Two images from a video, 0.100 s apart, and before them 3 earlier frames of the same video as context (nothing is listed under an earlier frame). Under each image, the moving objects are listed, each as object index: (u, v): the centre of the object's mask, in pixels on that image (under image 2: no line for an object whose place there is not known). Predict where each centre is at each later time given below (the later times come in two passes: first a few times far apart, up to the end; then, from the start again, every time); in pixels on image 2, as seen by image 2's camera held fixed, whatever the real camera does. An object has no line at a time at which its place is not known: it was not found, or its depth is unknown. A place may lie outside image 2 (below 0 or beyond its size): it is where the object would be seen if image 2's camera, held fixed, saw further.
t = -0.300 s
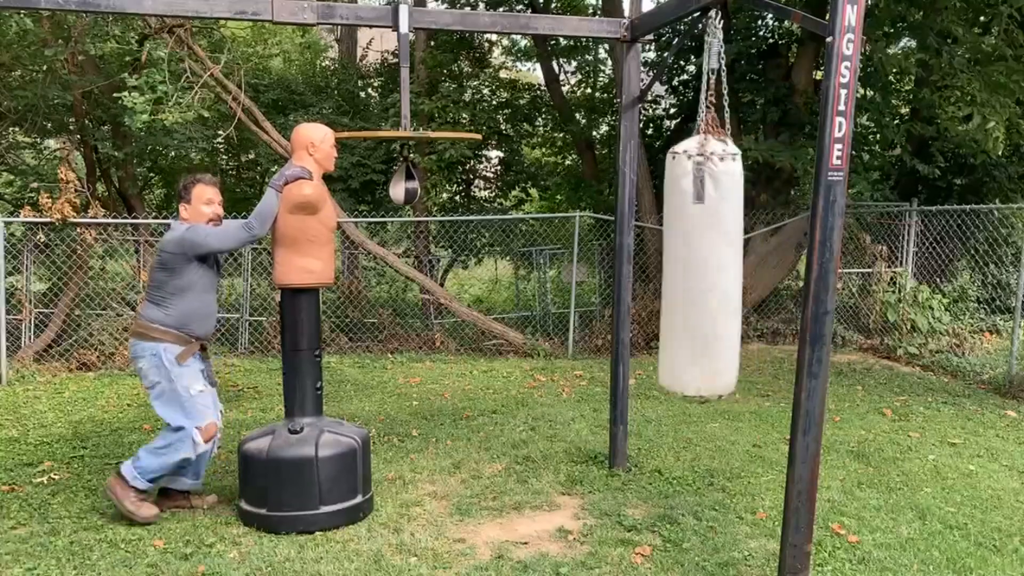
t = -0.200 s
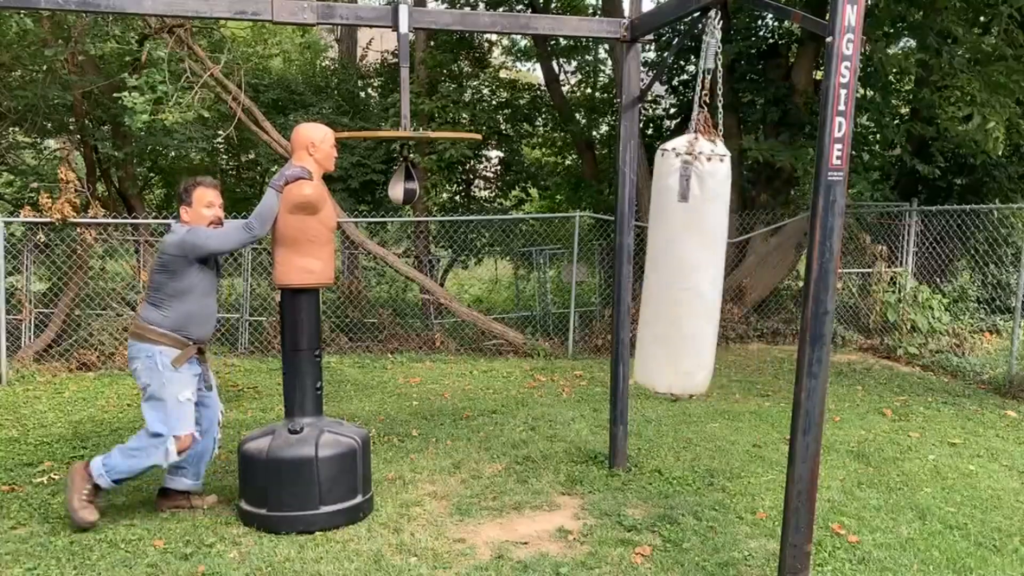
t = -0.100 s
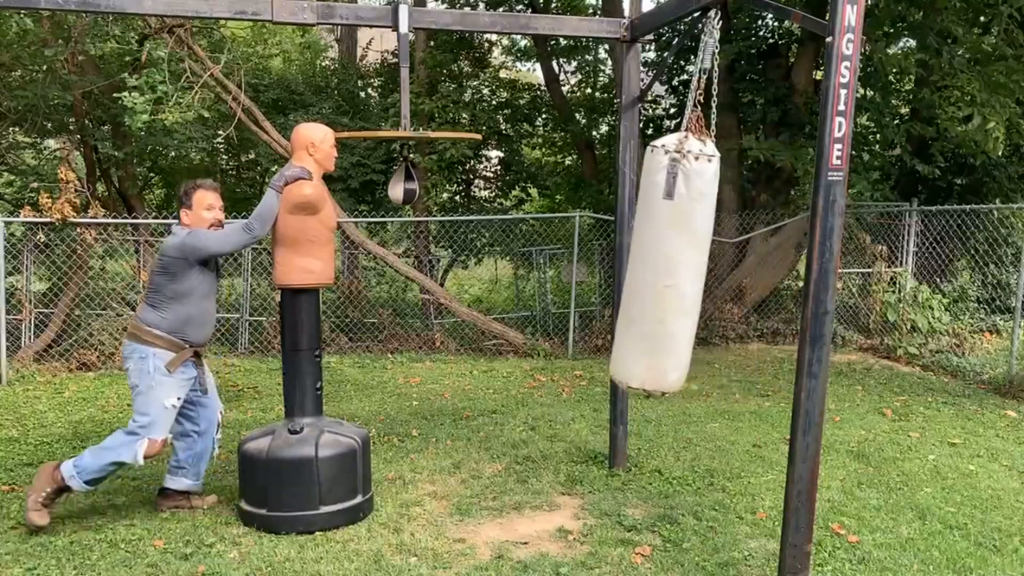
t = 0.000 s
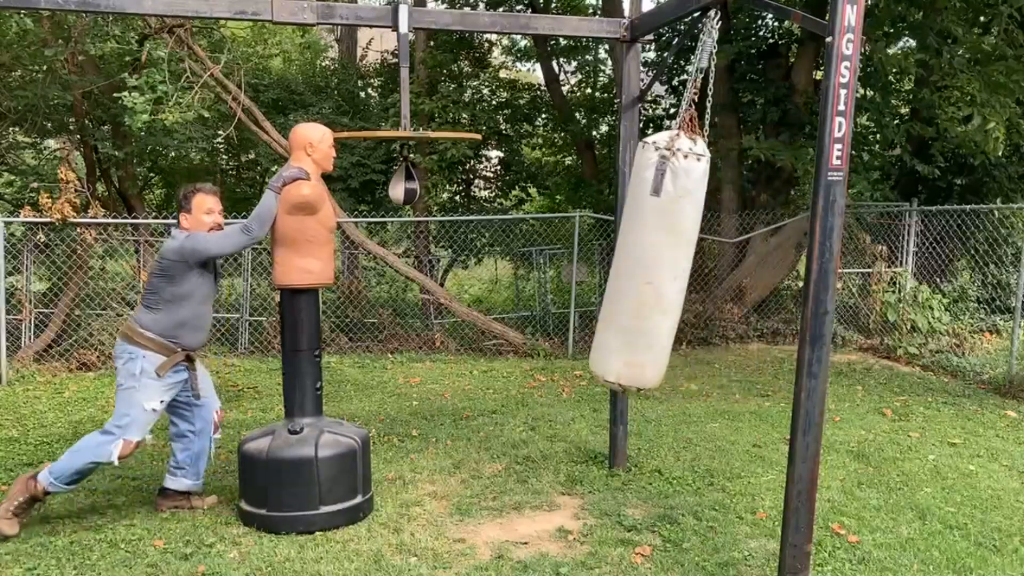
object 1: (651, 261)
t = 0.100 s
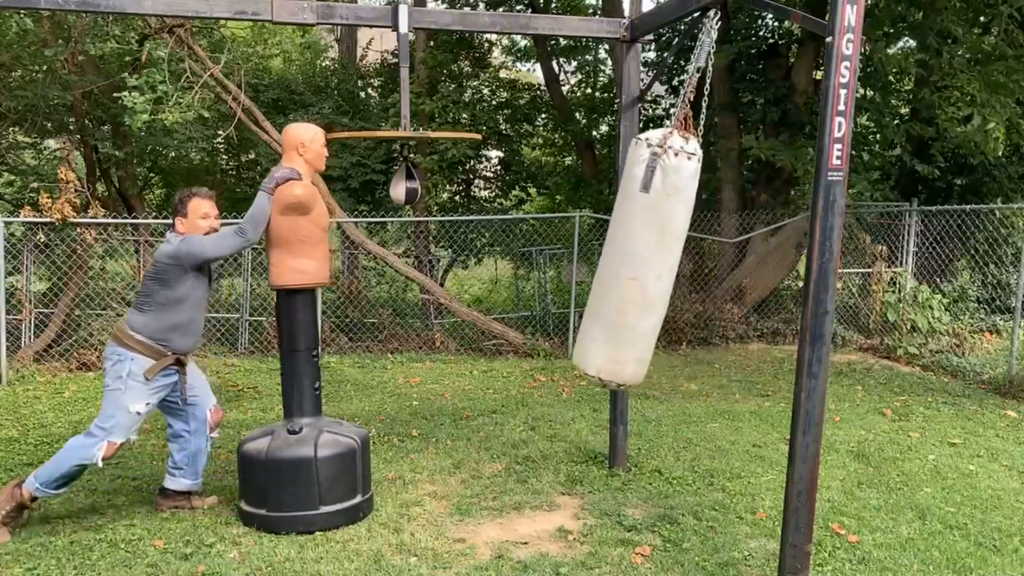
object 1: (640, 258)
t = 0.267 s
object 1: (628, 254)
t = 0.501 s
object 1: (632, 256)
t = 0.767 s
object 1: (661, 264)
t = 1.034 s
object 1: (708, 269)
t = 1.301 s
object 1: (748, 264)
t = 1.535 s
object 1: (758, 253)
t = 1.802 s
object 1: (749, 262)
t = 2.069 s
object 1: (712, 269)
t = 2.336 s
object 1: (666, 264)
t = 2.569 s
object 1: (639, 256)
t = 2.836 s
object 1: (634, 255)
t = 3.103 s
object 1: (658, 263)
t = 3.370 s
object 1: (702, 268)
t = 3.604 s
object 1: (740, 266)
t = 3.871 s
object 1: (757, 252)
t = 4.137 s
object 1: (752, 258)
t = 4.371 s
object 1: (725, 266)
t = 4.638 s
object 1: (680, 264)
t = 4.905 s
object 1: (644, 257)
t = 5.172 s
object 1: (633, 255)
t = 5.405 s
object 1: (650, 260)
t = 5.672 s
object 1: (689, 267)
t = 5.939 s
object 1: (734, 267)
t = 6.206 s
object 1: (756, 254)
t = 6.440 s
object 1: (756, 255)
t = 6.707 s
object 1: (732, 266)
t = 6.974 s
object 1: (687, 266)
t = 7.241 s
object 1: (648, 260)
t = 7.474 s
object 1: (633, 257)
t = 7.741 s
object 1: (645, 261)
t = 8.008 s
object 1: (681, 268)
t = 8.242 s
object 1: (721, 270)
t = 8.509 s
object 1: (753, 261)
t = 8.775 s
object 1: (757, 256)
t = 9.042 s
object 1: (737, 265)
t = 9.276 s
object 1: (699, 267)
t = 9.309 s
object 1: (693, 266)
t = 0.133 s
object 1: (639, 257)
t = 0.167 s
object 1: (635, 256)
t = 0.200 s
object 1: (631, 255)
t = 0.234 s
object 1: (630, 255)
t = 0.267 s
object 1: (628, 254)
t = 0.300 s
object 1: (627, 253)
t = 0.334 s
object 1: (627, 254)
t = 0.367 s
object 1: (627, 254)
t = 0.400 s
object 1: (627, 254)
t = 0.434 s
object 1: (628, 254)
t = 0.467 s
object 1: (631, 255)
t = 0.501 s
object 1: (632, 256)
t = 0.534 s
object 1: (634, 256)
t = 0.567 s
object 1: (638, 257)
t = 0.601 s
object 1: (641, 259)
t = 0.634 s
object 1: (643, 259)
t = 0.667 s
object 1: (647, 260)
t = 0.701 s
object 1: (651, 262)
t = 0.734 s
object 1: (656, 263)
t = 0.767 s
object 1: (661, 264)
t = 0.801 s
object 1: (666, 265)
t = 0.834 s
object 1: (672, 266)
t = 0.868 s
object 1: (678, 266)
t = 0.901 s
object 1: (684, 267)
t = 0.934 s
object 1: (689, 269)
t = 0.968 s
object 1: (696, 268)
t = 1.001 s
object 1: (702, 269)
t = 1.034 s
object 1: (708, 269)
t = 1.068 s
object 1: (713, 269)
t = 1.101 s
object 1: (719, 269)
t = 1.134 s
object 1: (726, 268)
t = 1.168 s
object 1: (731, 268)
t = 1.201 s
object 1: (736, 267)
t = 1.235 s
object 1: (740, 267)
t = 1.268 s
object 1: (744, 265)
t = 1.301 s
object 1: (748, 264)
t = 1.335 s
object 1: (750, 261)
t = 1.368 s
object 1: (753, 259)
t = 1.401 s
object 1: (755, 258)
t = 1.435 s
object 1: (756, 256)
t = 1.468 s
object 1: (757, 255)
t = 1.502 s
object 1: (758, 254)
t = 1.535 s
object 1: (758, 253)
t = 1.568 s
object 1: (758, 253)
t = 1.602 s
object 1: (758, 254)
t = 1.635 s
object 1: (757, 254)
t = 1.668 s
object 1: (757, 255)
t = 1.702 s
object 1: (755, 256)
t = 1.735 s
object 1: (754, 258)
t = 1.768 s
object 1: (752, 260)
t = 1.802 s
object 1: (749, 262)
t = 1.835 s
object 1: (746, 265)
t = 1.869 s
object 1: (743, 266)
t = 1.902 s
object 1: (739, 267)
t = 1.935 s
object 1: (734, 268)
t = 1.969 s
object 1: (729, 268)
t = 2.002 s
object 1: (724, 269)
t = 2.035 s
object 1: (718, 268)
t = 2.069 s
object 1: (712, 269)
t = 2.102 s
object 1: (706, 269)
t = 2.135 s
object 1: (700, 269)
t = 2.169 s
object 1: (694, 268)
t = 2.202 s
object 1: (689, 268)
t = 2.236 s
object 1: (683, 267)
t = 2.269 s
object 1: (678, 265)
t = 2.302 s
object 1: (672, 265)
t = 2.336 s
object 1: (666, 264)
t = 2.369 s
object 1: (661, 263)
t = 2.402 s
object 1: (657, 262)
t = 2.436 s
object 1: (653, 261)
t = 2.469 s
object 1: (649, 260)
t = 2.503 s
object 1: (645, 259)
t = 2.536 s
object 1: (642, 257)
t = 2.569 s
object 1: (639, 256)
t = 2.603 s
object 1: (637, 256)
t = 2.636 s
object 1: (635, 255)
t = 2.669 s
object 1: (634, 255)
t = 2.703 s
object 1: (633, 254)
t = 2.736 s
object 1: (633, 254)
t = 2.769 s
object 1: (633, 254)
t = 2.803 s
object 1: (633, 254)
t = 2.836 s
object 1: (634, 255)
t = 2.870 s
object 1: (636, 255)
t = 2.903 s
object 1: (638, 256)
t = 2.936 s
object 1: (640, 257)
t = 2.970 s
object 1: (643, 258)
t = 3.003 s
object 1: (646, 259)
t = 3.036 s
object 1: (650, 260)
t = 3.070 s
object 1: (654, 261)
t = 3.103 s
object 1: (658, 263)
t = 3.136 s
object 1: (663, 264)
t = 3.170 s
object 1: (668, 265)
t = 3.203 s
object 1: (673, 266)
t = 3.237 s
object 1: (679, 265)
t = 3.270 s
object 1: (684, 267)
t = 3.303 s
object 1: (690, 268)
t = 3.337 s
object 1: (696, 267)
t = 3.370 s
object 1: (702, 268)
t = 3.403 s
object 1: (708, 269)
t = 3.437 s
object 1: (713, 268)
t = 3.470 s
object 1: (719, 268)
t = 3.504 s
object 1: (725, 268)
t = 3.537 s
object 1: (730, 268)
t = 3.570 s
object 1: (735, 267)
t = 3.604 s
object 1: (740, 266)
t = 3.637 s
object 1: (744, 265)
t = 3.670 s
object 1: (748, 263)
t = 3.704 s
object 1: (750, 261)
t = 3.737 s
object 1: (753, 258)
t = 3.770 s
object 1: (754, 256)
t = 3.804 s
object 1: (756, 254)
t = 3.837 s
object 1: (757, 253)
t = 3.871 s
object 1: (757, 252)
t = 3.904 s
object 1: (758, 251)
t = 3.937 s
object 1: (758, 251)
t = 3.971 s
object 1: (758, 251)
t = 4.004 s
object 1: (758, 252)
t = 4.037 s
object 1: (757, 253)
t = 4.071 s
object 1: (756, 255)
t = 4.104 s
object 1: (754, 256)
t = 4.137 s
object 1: (752, 258)
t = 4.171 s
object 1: (750, 260)
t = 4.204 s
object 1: (747, 262)
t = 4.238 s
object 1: (744, 264)
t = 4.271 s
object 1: (740, 265)
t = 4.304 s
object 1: (735, 266)
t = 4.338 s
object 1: (730, 266)
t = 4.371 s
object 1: (725, 266)
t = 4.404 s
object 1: (720, 267)
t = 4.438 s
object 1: (714, 267)
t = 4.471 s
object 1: (708, 267)
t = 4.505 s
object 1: (703, 267)
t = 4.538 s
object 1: (697, 267)
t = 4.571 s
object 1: (691, 266)
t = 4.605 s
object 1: (685, 265)
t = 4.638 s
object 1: (680, 264)
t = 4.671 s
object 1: (674, 264)
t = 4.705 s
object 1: (669, 263)
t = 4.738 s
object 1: (664, 263)
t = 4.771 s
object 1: (659, 262)
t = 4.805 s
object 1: (654, 260)
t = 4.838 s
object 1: (650, 259)
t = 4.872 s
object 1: (647, 258)
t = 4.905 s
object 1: (644, 257)
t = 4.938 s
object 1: (641, 257)
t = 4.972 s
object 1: (639, 256)
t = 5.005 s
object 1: (637, 255)
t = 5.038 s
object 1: (635, 255)
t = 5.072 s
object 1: (634, 254)
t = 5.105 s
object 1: (634, 254)
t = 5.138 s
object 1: (633, 255)
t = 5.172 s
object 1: (633, 255)
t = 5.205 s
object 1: (634, 256)
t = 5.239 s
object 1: (636, 256)
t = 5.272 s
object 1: (638, 257)
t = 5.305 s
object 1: (640, 257)
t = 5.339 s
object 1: (643, 258)
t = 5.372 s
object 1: (646, 259)
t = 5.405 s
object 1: (650, 260)
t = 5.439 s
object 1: (653, 262)
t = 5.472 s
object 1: (658, 262)
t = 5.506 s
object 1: (662, 263)
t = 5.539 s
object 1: (667, 264)
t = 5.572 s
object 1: (673, 265)
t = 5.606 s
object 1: (678, 266)
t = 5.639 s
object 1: (684, 267)
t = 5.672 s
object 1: (689, 267)
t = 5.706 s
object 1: (695, 268)
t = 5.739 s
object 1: (701, 268)
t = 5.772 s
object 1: (707, 268)
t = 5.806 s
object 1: (713, 268)
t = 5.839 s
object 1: (718, 268)
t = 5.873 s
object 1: (723, 268)
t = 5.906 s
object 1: (728, 268)
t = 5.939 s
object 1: (734, 267)
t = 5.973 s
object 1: (739, 266)
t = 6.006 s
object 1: (743, 266)
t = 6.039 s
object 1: (746, 264)
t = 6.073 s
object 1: (749, 262)
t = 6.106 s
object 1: (752, 260)
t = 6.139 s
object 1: (754, 258)
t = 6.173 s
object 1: (755, 256)
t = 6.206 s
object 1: (756, 254)
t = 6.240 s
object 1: (757, 253)
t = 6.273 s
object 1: (758, 253)
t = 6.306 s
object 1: (758, 252)
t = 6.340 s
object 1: (758, 252)
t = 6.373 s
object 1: (758, 253)
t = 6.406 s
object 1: (757, 254)
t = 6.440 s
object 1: (756, 255)
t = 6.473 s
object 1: (754, 257)
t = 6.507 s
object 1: (753, 259)
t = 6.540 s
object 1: (750, 261)
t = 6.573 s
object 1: (748, 262)
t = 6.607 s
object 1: (745, 264)
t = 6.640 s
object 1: (741, 264)
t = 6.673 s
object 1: (736, 265)
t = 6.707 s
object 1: (732, 266)
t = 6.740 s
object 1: (727, 267)
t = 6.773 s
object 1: (722, 267)
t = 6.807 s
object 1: (715, 267)
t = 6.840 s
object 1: (710, 268)
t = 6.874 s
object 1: (705, 268)
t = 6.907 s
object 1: (698, 267)
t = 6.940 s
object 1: (692, 266)
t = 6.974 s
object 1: (687, 266)
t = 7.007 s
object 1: (681, 266)
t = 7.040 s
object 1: (676, 265)
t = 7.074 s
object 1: (670, 264)
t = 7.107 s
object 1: (665, 263)
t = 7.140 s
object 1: (660, 263)
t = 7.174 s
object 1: (656, 262)
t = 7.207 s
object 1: (652, 261)
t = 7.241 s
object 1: (648, 260)
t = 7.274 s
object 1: (644, 259)
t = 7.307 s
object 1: (641, 258)
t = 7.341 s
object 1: (639, 258)
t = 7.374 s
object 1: (637, 257)
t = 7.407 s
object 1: (635, 257)
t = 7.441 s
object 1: (634, 257)
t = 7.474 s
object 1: (633, 257)
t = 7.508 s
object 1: (633, 257)
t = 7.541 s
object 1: (633, 257)
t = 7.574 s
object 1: (634, 257)
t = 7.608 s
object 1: (635, 258)
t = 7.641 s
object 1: (637, 258)
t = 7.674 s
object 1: (639, 259)
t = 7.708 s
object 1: (642, 260)
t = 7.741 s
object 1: (645, 261)
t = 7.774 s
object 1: (648, 262)
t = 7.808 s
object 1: (652, 263)
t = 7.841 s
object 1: (656, 264)
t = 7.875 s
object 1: (660, 265)
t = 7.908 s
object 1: (665, 266)
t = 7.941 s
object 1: (670, 267)
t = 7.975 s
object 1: (676, 268)
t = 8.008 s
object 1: (681, 268)
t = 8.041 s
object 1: (687, 268)
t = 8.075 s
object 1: (693, 269)
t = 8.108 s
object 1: (699, 270)
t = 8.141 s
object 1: (704, 270)
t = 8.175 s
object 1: (710, 271)
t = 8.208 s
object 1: (715, 271)
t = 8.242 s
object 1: (721, 270)
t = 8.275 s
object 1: (726, 270)
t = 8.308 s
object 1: (732, 269)
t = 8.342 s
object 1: (737, 269)
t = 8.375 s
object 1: (741, 268)
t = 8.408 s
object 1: (745, 267)
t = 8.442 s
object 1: (748, 265)
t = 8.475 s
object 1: (751, 263)
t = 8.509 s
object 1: (753, 261)
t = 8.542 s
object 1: (755, 259)
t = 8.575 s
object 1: (756, 257)
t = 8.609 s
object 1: (757, 256)
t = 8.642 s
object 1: (758, 255)
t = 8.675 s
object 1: (758, 255)
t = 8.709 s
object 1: (758, 255)
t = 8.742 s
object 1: (758, 255)
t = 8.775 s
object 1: (757, 256)
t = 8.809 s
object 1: (756, 257)
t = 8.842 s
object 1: (755, 258)
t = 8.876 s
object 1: (753, 259)
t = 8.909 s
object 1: (751, 261)
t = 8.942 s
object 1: (748, 263)
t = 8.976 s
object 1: (745, 265)
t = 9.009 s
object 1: (741, 265)
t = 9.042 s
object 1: (737, 265)
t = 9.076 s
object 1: (732, 266)
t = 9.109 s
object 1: (727, 266)
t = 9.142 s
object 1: (722, 267)
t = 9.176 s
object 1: (716, 267)
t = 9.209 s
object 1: (711, 267)
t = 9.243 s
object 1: (705, 267)
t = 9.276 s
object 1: (699, 267)
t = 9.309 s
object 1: (693, 266)
